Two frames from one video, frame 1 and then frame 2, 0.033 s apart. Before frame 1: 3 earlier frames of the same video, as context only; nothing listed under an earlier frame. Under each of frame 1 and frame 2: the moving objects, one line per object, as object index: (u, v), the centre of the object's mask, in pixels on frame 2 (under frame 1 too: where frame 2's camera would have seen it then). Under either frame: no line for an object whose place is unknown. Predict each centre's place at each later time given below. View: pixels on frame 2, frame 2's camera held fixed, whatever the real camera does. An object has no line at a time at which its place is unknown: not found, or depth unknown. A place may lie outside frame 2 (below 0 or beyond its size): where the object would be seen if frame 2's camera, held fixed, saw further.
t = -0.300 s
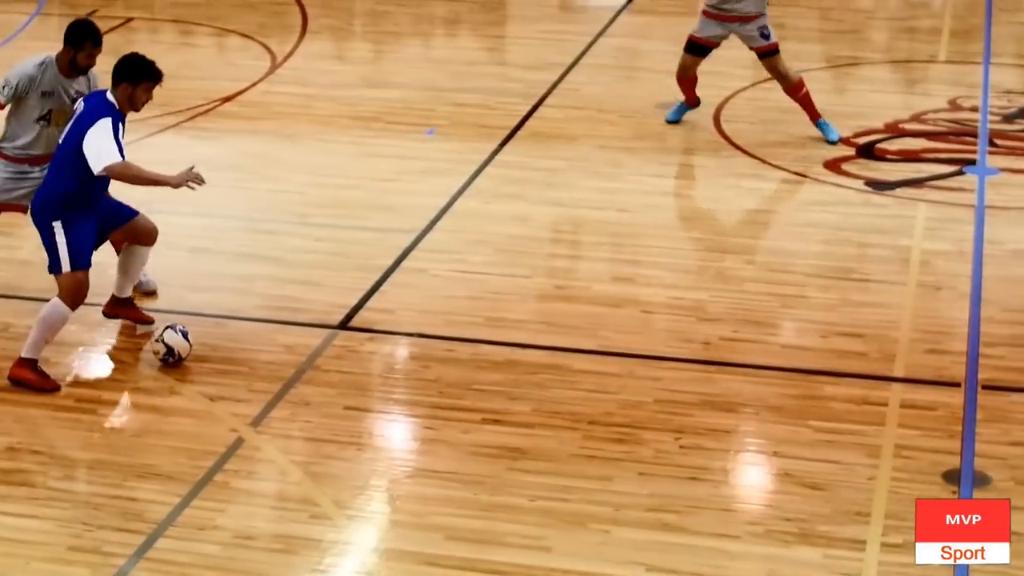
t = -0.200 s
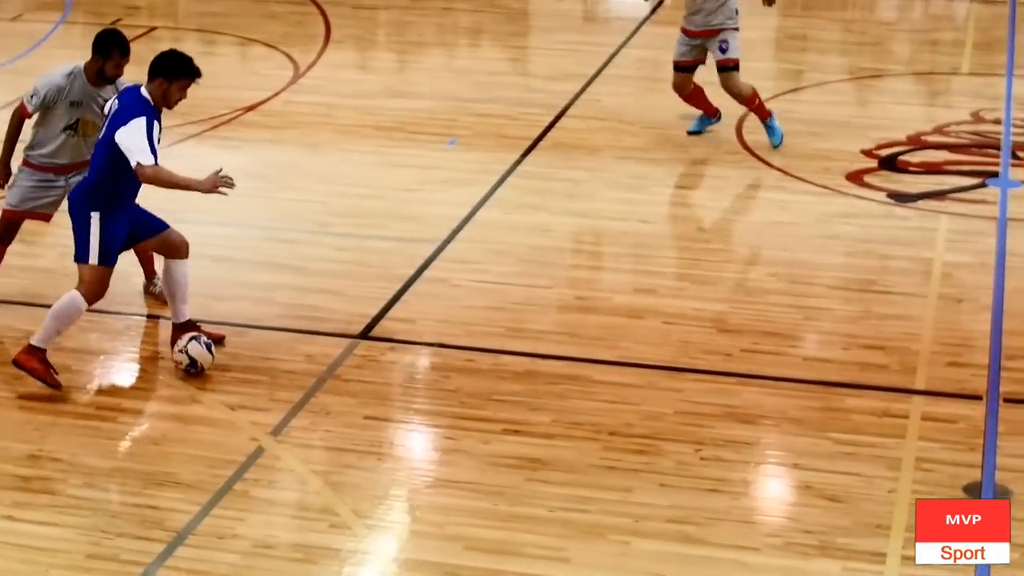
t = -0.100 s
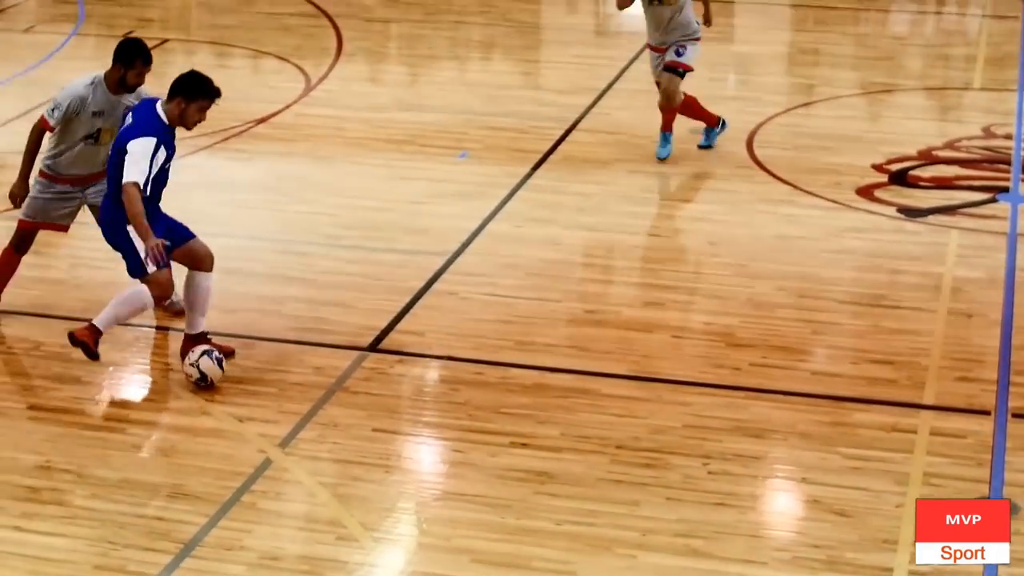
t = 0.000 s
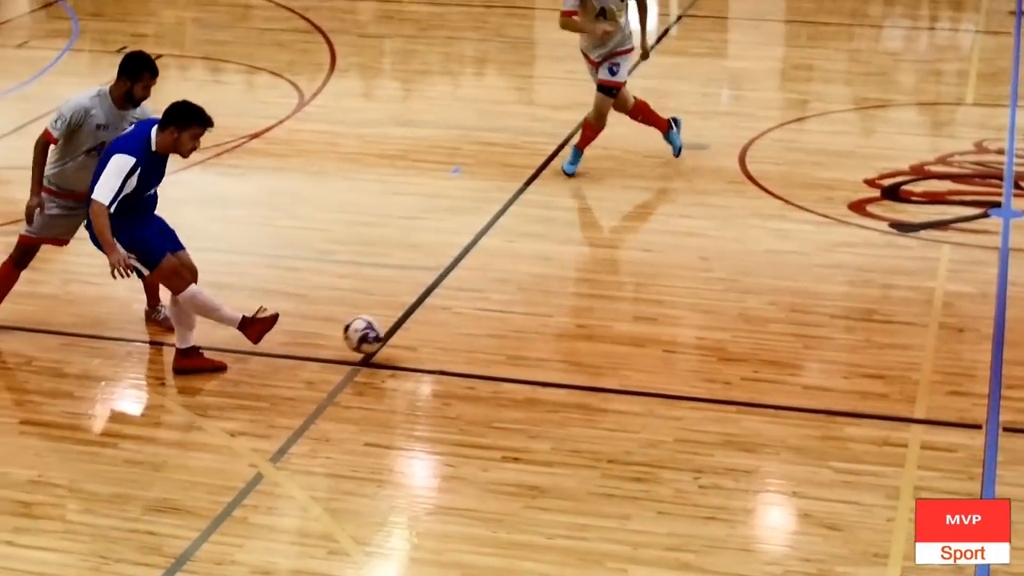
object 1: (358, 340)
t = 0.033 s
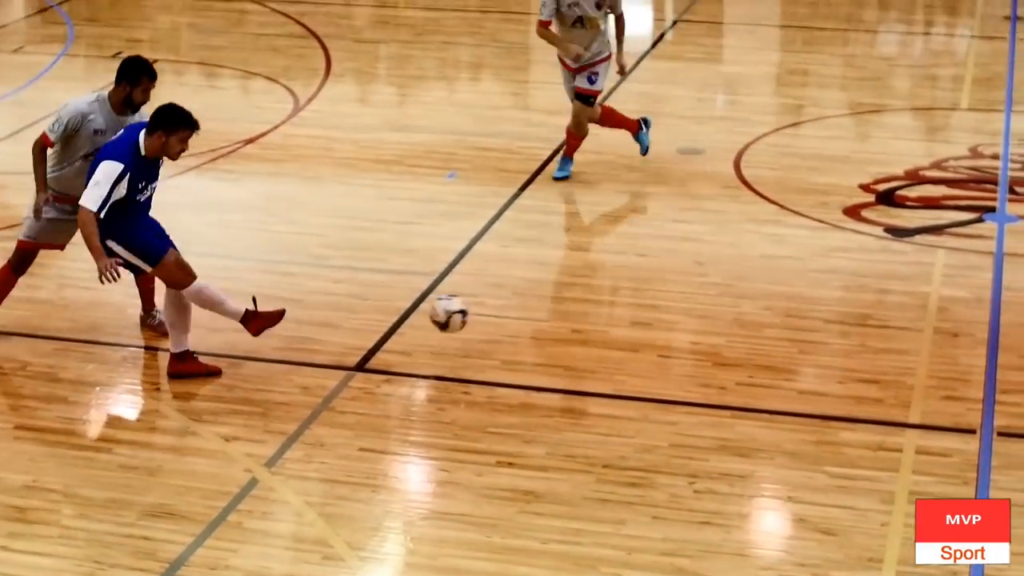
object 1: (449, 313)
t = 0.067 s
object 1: (536, 292)
